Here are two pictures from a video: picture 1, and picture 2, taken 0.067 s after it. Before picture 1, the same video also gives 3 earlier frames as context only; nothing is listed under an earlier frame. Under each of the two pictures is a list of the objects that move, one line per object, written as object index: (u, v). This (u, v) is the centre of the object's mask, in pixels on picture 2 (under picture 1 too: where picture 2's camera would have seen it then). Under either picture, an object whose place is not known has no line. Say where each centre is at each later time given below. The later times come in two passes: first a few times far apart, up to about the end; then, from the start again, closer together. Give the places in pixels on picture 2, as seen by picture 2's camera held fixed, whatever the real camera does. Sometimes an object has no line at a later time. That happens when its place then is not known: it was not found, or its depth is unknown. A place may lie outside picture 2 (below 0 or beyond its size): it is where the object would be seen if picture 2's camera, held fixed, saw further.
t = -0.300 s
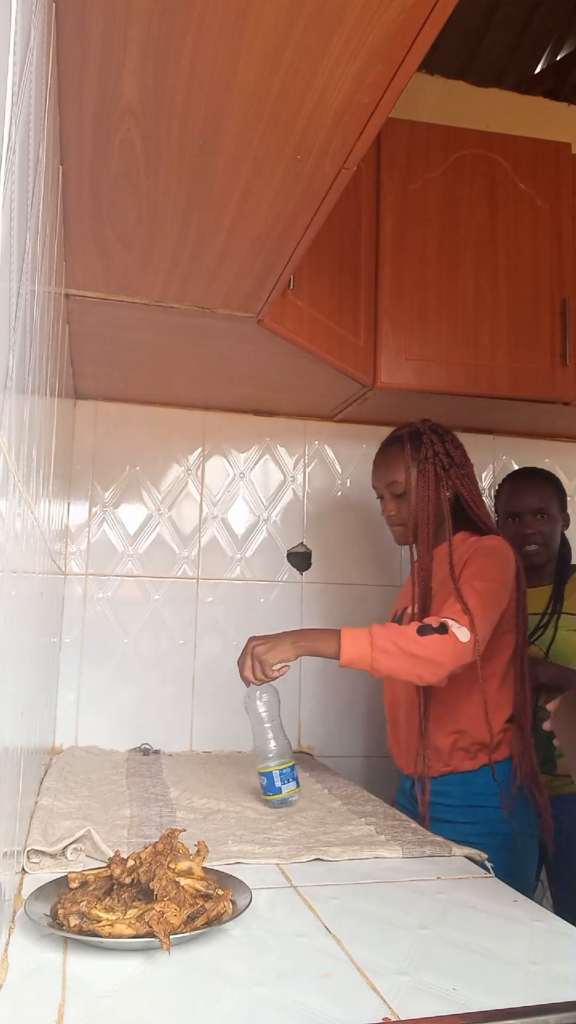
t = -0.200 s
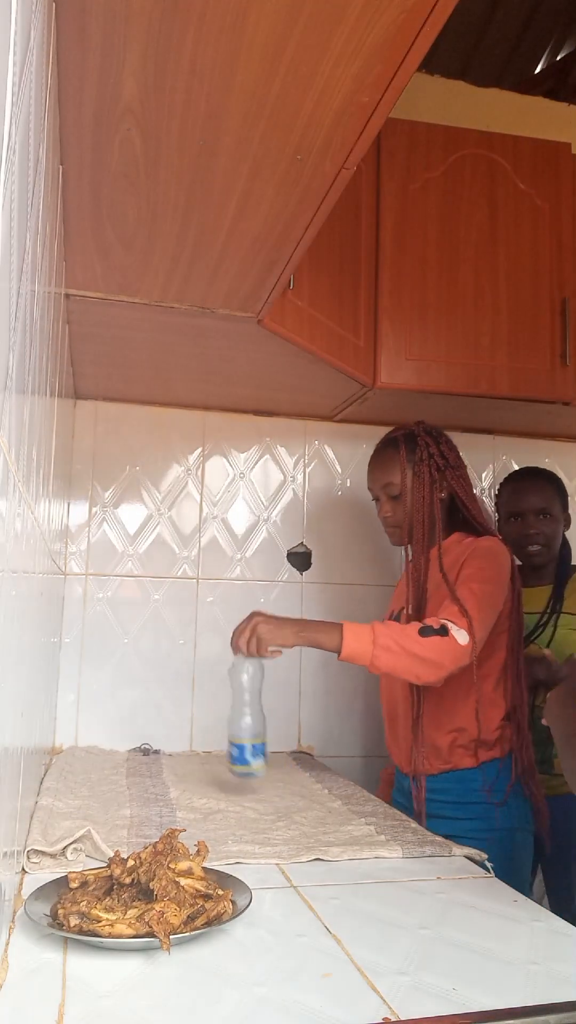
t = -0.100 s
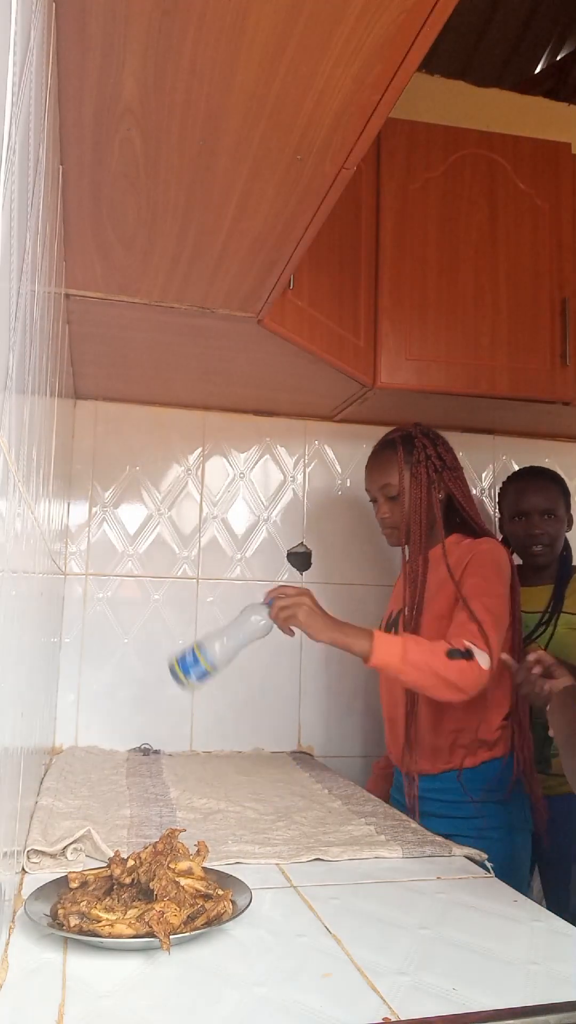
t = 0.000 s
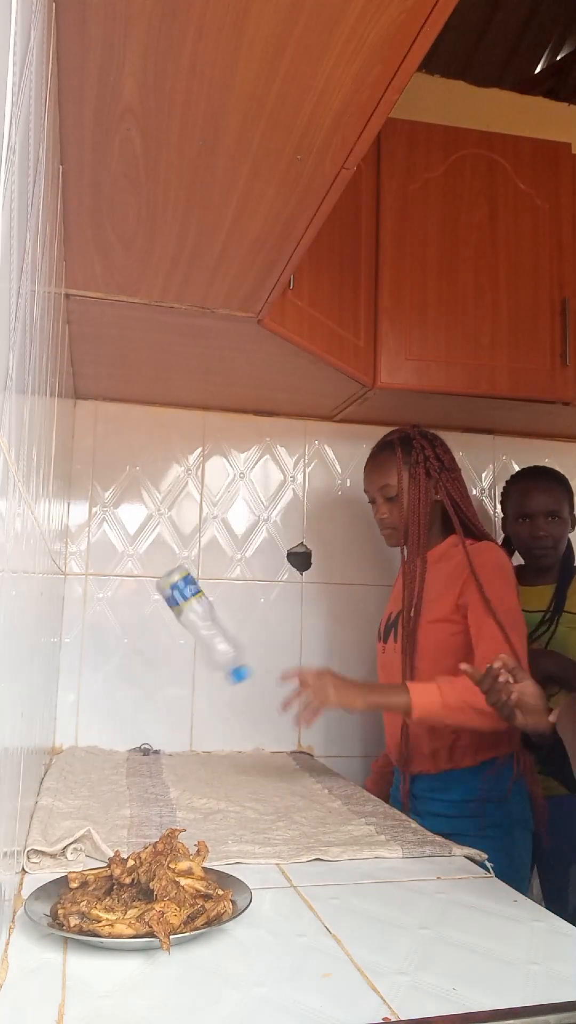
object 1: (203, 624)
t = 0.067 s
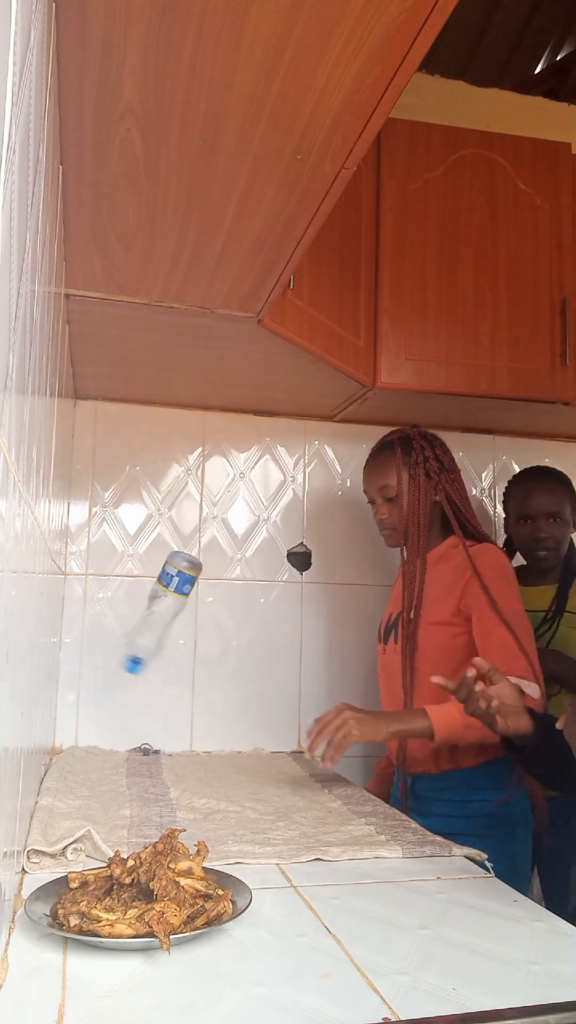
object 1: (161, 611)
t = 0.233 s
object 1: (129, 662)
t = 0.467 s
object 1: (99, 763)
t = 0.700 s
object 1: (103, 793)
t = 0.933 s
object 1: (99, 793)
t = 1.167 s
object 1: (98, 793)
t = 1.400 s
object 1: (98, 793)
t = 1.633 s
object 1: (98, 793)
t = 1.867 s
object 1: (98, 793)
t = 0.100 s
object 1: (149, 604)
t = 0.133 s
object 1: (140, 605)
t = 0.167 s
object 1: (136, 614)
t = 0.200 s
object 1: (133, 633)
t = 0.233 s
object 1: (129, 662)
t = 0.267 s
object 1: (126, 701)
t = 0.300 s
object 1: (120, 741)
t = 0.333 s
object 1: (114, 742)
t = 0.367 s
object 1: (105, 745)
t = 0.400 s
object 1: (98, 750)
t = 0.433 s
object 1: (99, 755)
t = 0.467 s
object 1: (99, 763)
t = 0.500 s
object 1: (99, 775)
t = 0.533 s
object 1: (99, 793)
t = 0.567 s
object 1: (99, 793)
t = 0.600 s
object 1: (100, 793)
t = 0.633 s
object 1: (101, 793)
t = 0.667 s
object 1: (102, 793)
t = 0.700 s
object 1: (103, 793)
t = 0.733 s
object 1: (102, 793)
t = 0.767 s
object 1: (101, 793)
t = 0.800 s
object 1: (100, 793)
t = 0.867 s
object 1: (99, 793)
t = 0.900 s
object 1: (99, 793)
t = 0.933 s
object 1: (99, 793)
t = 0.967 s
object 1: (99, 793)
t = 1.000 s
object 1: (98, 793)
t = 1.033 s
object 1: (98, 793)
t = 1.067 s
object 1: (98, 793)
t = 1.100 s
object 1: (98, 793)
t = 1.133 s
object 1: (98, 793)
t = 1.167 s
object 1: (98, 793)
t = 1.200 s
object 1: (98, 793)
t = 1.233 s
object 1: (98, 793)
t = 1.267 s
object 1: (98, 793)
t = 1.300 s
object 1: (98, 793)
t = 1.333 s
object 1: (98, 793)
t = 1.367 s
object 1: (98, 793)
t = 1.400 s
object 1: (98, 793)
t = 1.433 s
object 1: (98, 793)
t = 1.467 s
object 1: (98, 793)
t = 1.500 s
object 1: (98, 793)
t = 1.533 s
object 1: (98, 792)
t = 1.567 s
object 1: (98, 793)
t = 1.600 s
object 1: (98, 793)
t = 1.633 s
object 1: (98, 793)
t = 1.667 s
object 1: (98, 793)
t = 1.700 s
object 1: (98, 792)
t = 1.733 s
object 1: (98, 793)
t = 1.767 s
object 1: (98, 792)
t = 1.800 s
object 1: (98, 793)
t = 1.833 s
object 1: (98, 793)
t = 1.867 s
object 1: (98, 793)
